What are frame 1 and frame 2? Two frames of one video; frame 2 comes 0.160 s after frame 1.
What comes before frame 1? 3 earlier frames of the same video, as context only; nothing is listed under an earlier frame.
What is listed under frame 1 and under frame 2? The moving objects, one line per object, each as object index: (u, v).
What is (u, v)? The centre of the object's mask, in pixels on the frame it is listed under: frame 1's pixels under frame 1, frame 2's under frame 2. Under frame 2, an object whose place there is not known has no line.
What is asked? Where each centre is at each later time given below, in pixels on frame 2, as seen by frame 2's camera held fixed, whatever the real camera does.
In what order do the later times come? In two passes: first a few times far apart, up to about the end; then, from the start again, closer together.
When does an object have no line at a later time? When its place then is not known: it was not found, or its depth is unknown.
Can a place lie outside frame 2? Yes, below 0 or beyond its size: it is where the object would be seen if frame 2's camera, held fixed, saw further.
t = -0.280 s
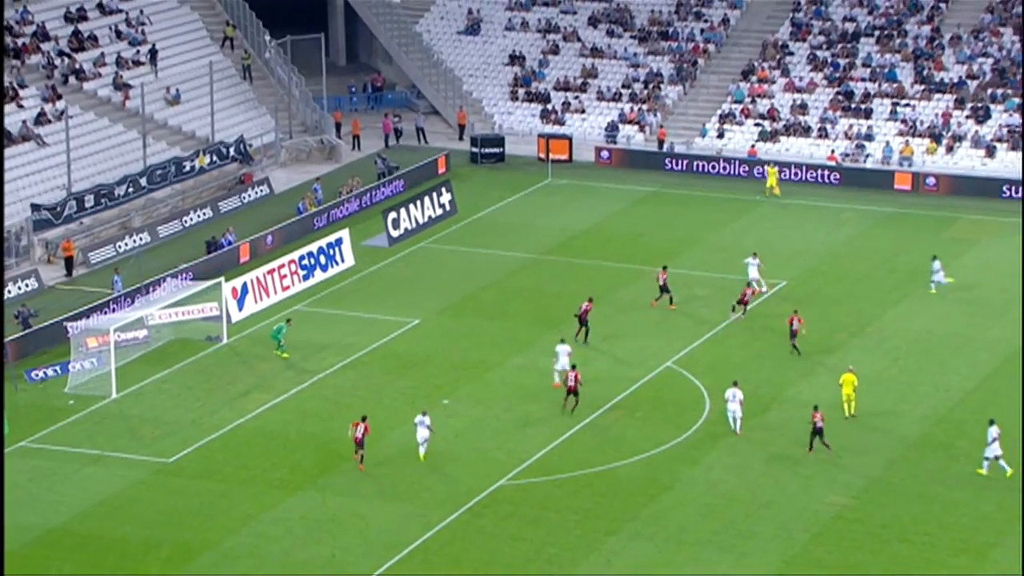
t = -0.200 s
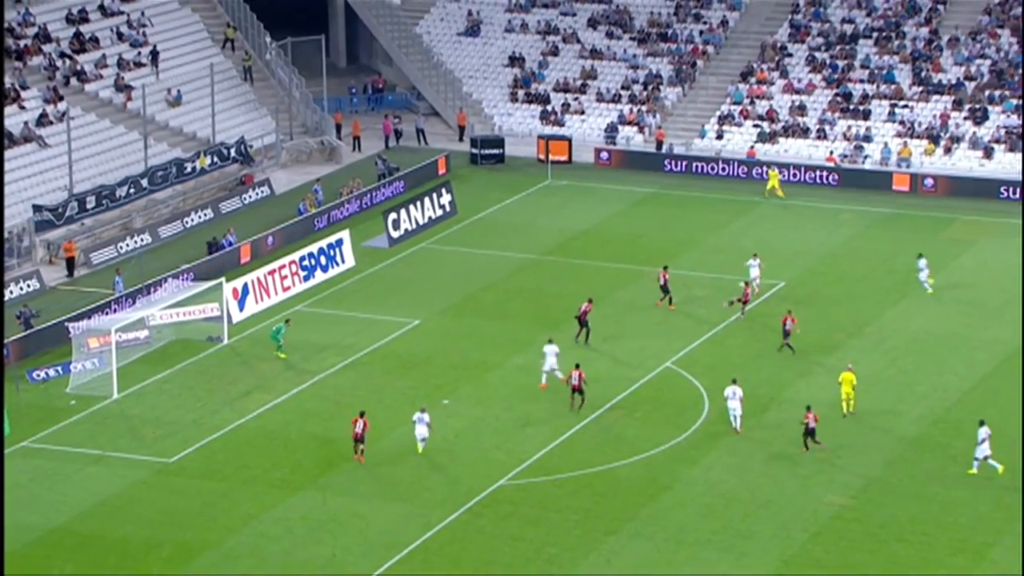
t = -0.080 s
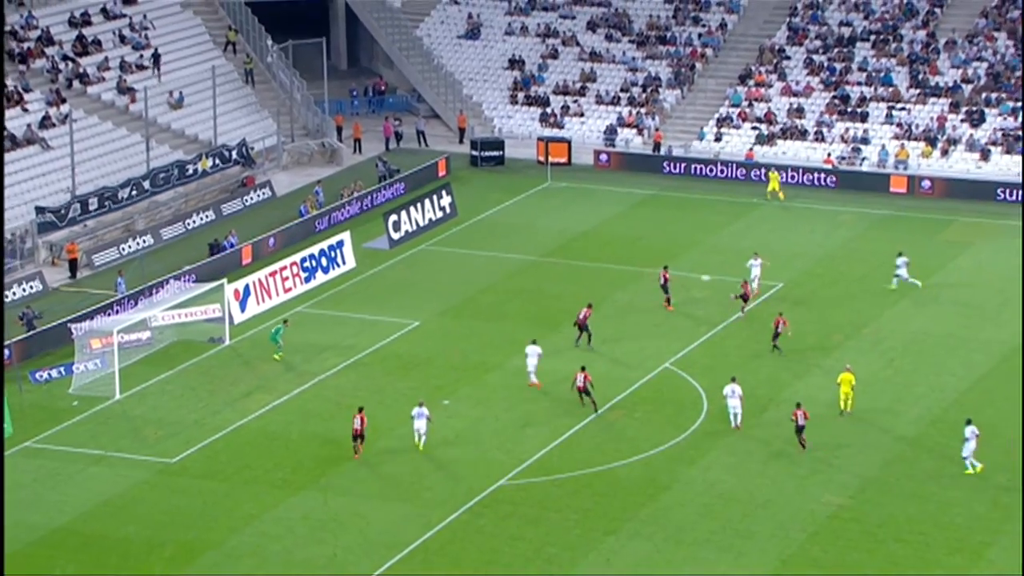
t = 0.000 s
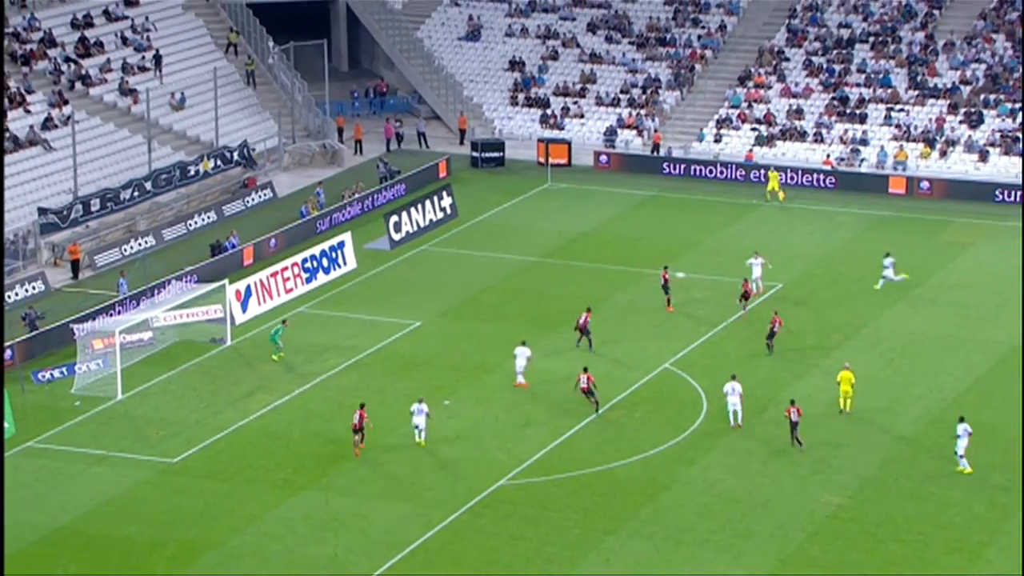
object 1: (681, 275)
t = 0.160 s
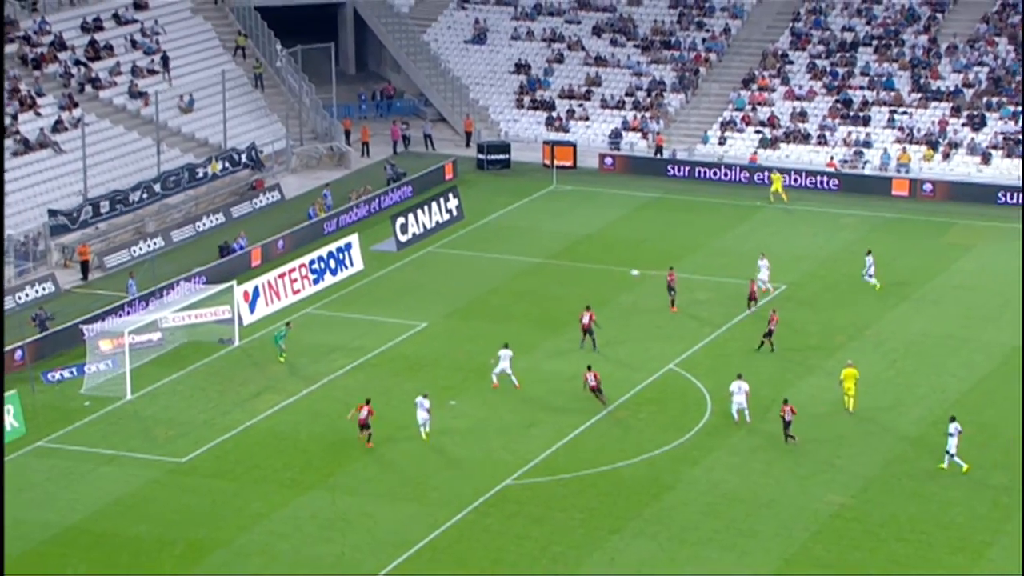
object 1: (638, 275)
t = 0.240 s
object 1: (610, 275)
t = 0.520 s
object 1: (519, 286)
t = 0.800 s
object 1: (431, 316)
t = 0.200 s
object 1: (624, 276)
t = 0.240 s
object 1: (610, 275)
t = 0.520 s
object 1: (519, 286)
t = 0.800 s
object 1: (431, 316)
